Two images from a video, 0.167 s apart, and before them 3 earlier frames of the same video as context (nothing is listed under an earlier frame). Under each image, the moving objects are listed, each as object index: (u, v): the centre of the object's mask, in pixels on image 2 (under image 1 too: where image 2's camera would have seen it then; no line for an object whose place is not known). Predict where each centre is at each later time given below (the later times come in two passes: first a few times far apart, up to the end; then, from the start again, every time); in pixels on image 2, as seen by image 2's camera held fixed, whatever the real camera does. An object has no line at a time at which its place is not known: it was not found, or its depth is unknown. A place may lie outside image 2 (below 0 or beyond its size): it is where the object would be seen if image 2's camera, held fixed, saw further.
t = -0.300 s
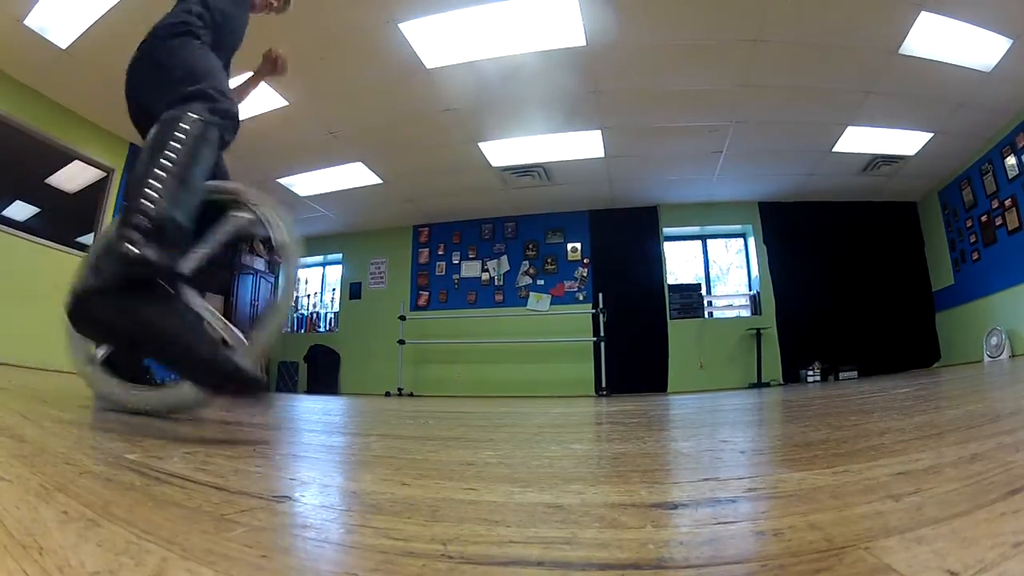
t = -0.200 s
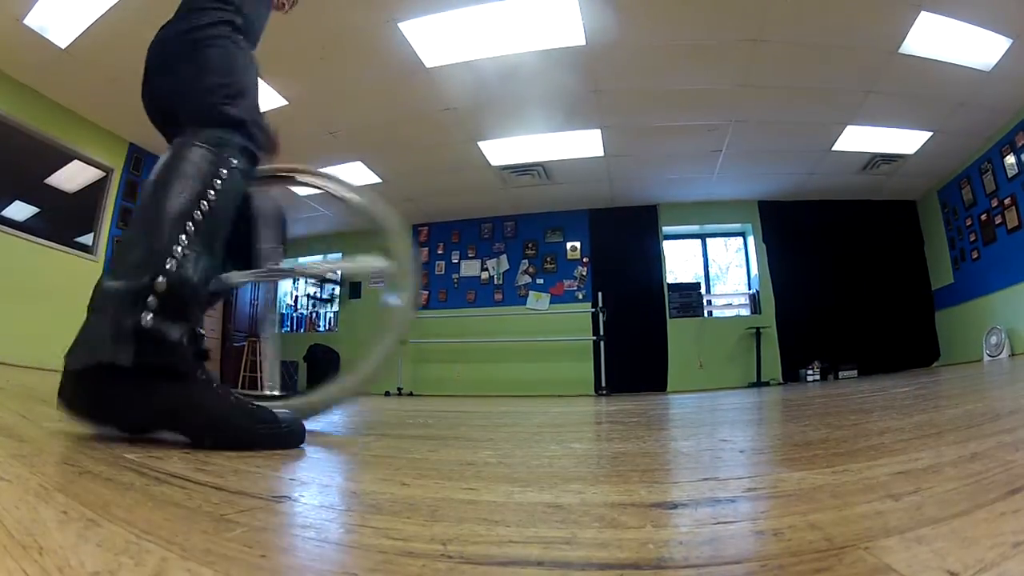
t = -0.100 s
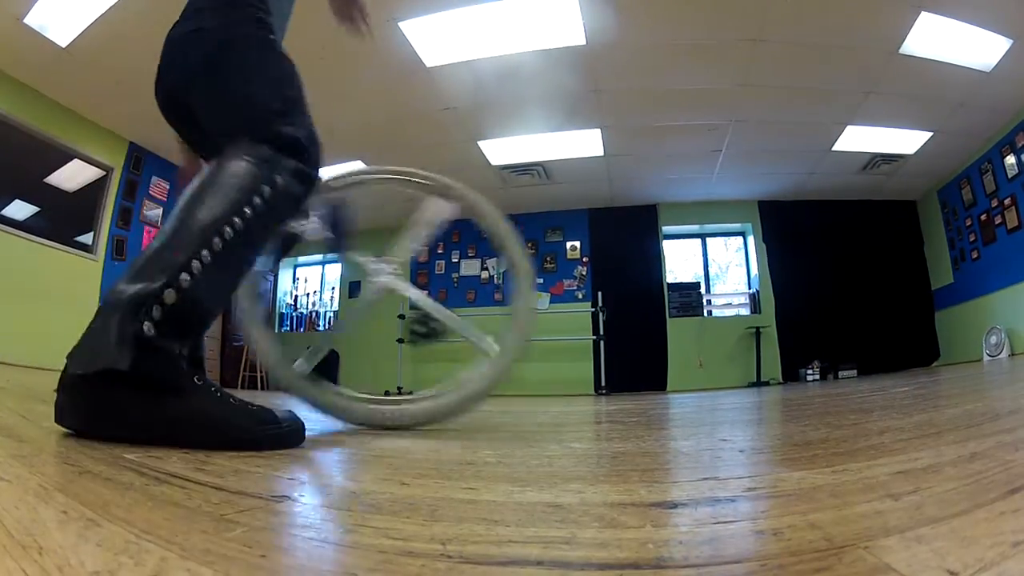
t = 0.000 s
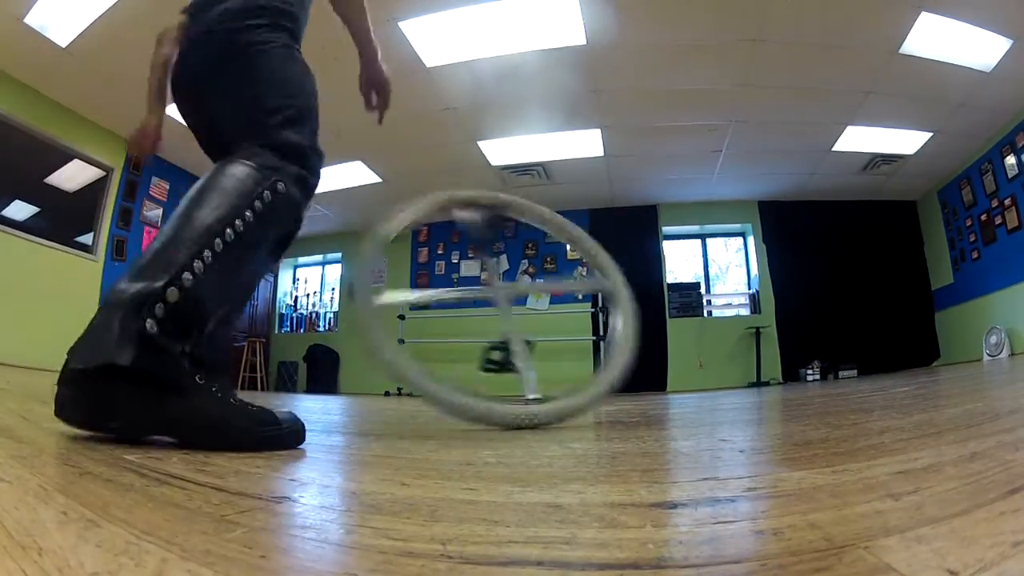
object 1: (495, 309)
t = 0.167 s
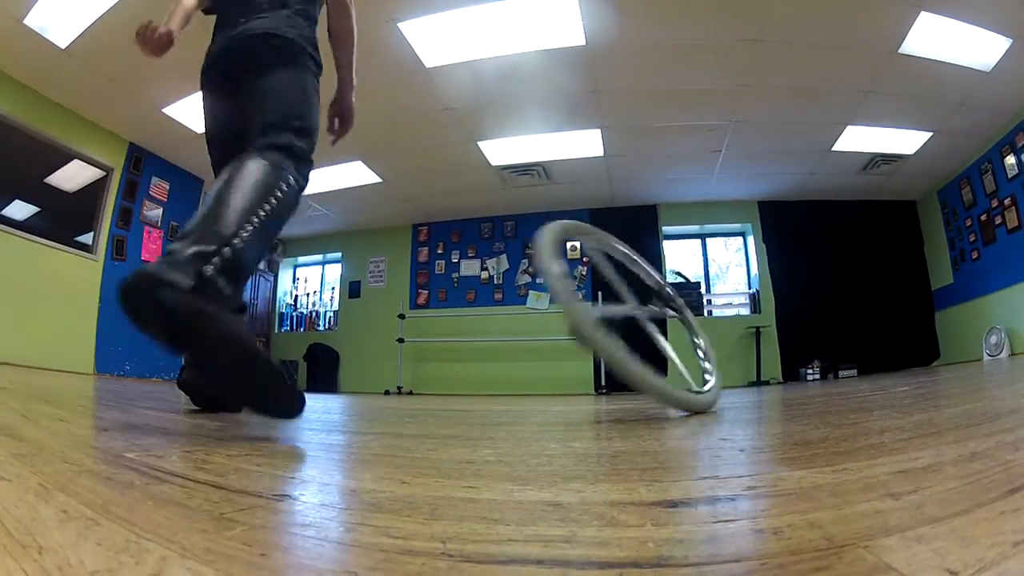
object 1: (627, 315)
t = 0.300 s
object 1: (687, 313)
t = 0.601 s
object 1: (723, 334)
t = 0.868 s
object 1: (702, 344)
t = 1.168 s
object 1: (643, 355)
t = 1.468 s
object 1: (576, 361)
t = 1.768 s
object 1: (499, 365)
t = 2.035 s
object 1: (429, 364)
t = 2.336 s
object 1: (348, 364)
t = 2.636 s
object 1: (279, 356)
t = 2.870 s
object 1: (235, 350)
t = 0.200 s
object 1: (646, 315)
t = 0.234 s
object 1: (665, 313)
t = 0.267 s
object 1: (679, 313)
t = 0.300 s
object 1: (687, 313)
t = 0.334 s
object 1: (696, 316)
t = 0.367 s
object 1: (704, 318)
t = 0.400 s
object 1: (710, 322)
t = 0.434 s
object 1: (714, 324)
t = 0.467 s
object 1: (717, 326)
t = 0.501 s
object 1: (720, 328)
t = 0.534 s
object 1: (722, 330)
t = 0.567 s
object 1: (723, 332)
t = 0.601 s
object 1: (723, 334)
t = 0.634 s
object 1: (724, 337)
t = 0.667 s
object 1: (723, 345)
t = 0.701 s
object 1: (722, 344)
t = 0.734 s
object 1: (719, 344)
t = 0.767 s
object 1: (715, 344)
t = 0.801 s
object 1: (710, 343)
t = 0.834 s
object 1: (707, 343)
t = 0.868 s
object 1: (702, 344)
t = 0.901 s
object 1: (697, 344)
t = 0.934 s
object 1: (689, 345)
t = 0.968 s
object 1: (683, 346)
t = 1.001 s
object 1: (677, 347)
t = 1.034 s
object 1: (670, 349)
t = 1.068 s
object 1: (661, 352)
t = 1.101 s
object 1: (655, 352)
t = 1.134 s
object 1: (650, 354)
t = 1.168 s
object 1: (643, 355)
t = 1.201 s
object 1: (636, 357)
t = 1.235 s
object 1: (629, 358)
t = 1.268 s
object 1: (622, 360)
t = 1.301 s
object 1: (615, 360)
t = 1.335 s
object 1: (607, 360)
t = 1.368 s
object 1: (600, 361)
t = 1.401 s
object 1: (592, 361)
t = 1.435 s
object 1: (584, 361)
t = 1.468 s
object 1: (576, 361)
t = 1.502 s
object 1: (567, 361)
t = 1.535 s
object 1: (559, 362)
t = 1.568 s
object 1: (551, 363)
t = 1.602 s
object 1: (543, 363)
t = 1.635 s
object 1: (534, 363)
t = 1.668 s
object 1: (526, 363)
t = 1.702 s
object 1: (517, 364)
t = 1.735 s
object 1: (508, 365)
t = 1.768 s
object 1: (499, 365)
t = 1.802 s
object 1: (490, 365)
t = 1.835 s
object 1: (482, 365)
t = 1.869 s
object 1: (473, 365)
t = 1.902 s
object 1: (463, 366)
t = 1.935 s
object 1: (453, 365)
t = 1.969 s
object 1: (446, 364)
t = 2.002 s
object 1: (437, 364)
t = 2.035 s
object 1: (429, 364)
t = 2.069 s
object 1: (421, 363)
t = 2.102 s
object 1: (411, 362)
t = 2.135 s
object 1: (402, 362)
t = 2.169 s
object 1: (394, 362)
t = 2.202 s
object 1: (386, 362)
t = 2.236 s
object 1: (375, 363)
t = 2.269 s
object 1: (367, 364)
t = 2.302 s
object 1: (359, 364)
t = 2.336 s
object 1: (348, 364)
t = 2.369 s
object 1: (340, 364)
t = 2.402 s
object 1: (332, 364)
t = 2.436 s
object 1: (324, 364)
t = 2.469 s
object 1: (316, 363)
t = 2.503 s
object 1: (308, 362)
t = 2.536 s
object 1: (301, 360)
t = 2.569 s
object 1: (294, 359)
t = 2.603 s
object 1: (287, 357)
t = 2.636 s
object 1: (279, 356)
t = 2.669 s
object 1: (273, 355)
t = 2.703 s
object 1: (267, 353)
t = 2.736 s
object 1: (260, 352)
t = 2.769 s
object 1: (253, 352)
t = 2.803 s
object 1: (247, 351)
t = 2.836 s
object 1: (242, 351)
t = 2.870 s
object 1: (235, 350)
